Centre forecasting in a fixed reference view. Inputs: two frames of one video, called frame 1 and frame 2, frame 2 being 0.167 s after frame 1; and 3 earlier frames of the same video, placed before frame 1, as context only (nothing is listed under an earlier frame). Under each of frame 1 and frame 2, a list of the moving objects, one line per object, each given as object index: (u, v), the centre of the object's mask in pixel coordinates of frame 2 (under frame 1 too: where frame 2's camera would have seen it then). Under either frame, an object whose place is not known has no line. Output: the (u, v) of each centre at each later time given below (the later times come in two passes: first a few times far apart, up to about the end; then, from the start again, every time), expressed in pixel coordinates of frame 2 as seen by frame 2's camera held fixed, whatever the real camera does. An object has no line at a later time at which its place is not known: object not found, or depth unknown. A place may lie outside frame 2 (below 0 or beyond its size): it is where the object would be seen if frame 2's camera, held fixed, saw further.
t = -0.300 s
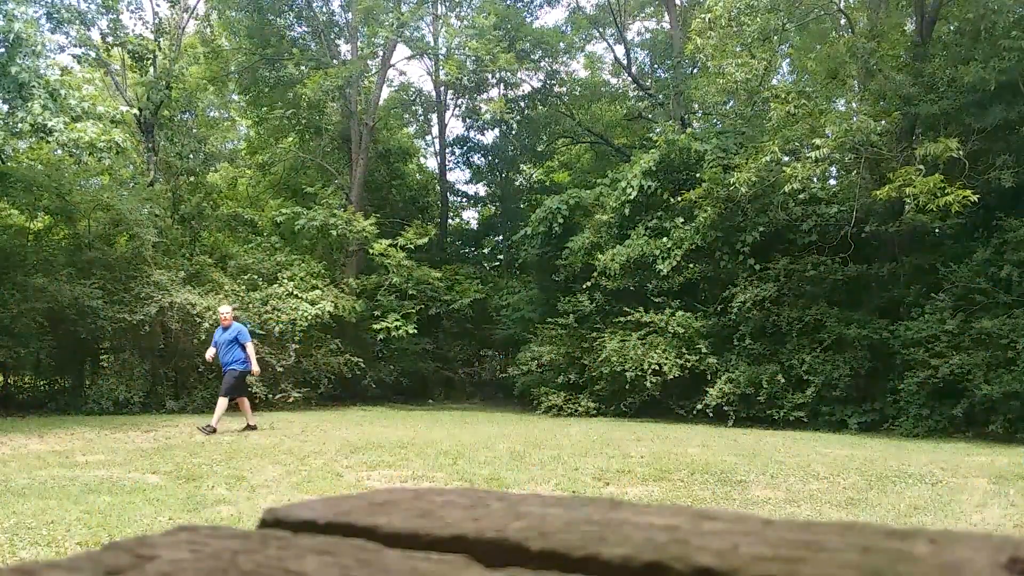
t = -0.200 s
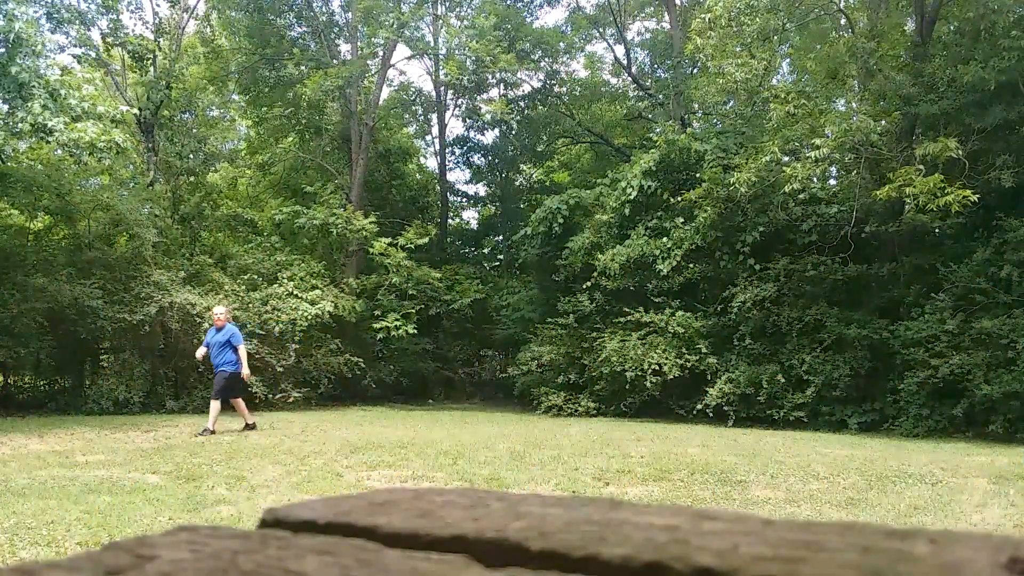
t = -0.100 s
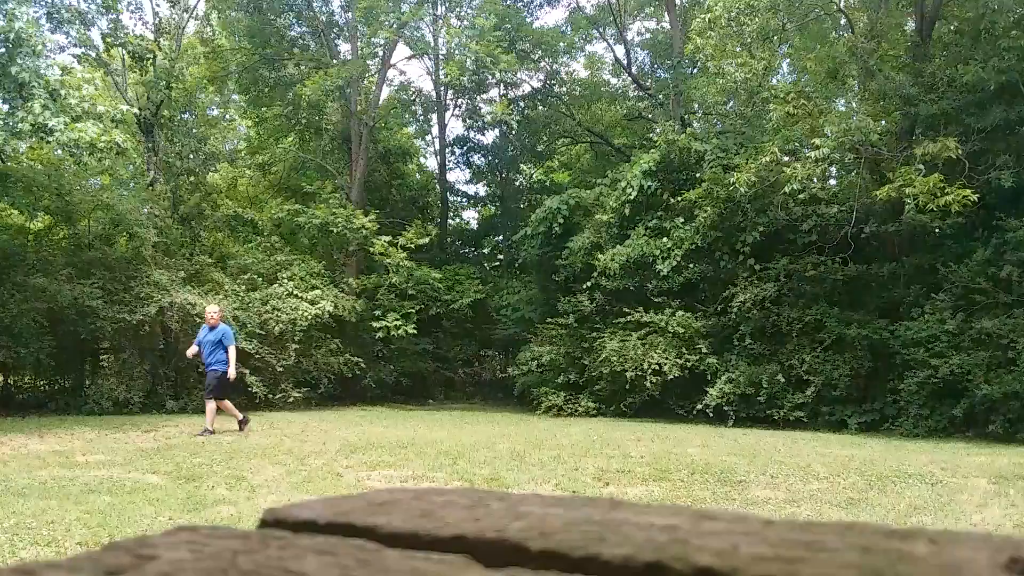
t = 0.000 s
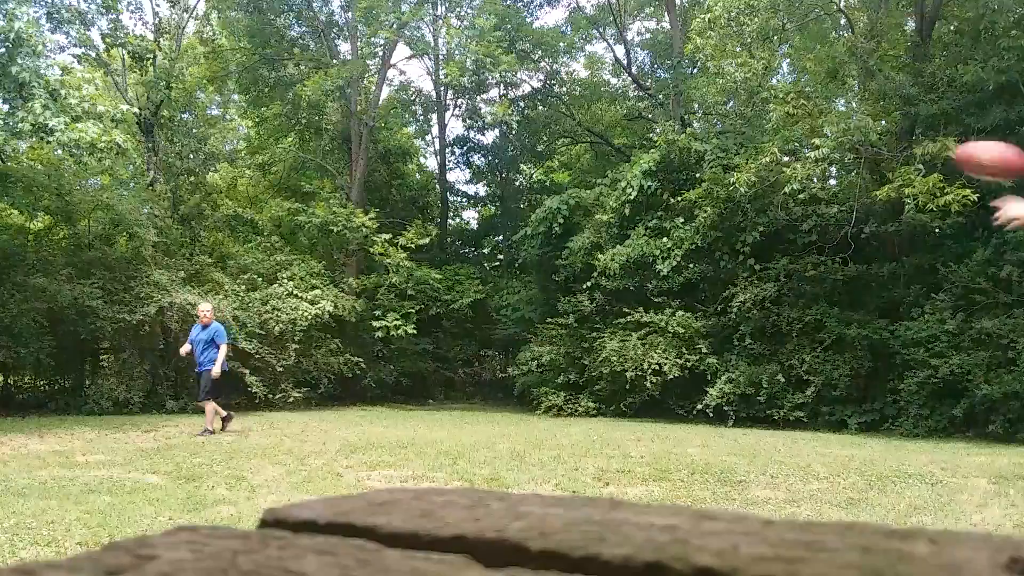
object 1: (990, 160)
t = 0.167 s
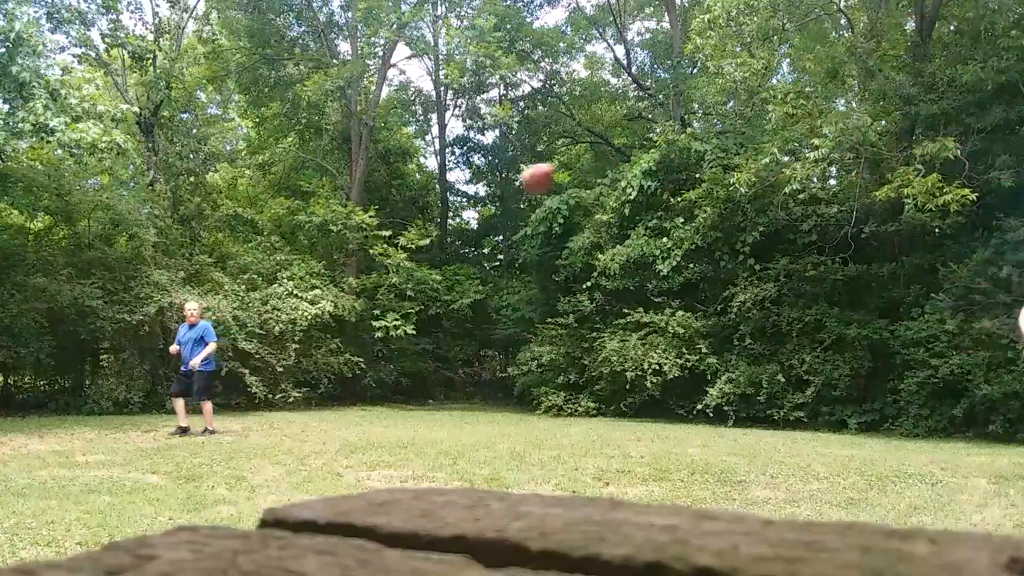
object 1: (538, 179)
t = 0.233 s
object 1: (428, 195)
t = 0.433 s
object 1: (210, 252)
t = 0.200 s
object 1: (481, 186)
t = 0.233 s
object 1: (428, 195)
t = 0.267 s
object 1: (382, 202)
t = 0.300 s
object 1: (340, 211)
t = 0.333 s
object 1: (303, 222)
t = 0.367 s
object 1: (268, 231)
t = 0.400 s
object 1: (237, 242)
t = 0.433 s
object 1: (210, 252)
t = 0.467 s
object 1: (184, 264)
